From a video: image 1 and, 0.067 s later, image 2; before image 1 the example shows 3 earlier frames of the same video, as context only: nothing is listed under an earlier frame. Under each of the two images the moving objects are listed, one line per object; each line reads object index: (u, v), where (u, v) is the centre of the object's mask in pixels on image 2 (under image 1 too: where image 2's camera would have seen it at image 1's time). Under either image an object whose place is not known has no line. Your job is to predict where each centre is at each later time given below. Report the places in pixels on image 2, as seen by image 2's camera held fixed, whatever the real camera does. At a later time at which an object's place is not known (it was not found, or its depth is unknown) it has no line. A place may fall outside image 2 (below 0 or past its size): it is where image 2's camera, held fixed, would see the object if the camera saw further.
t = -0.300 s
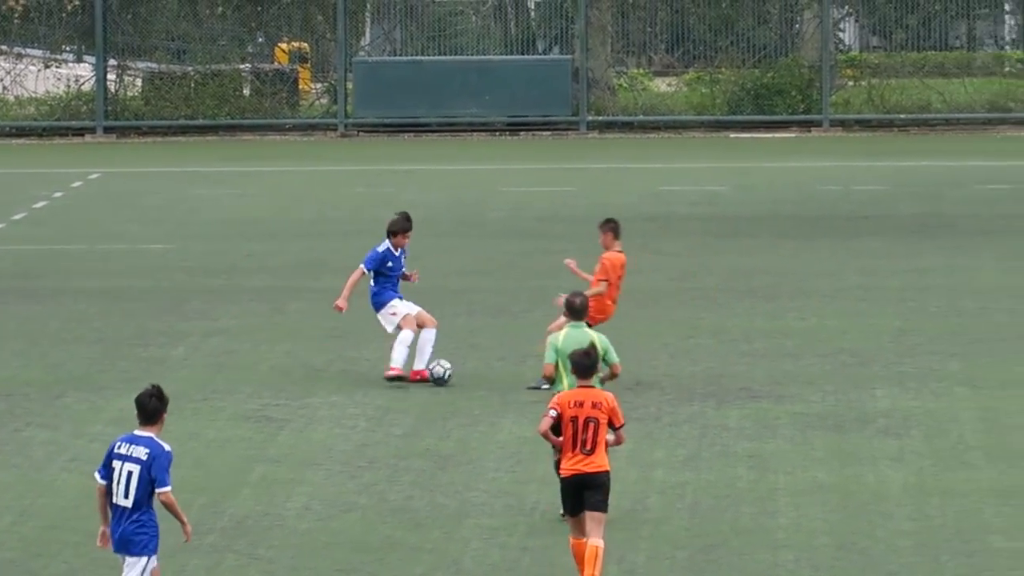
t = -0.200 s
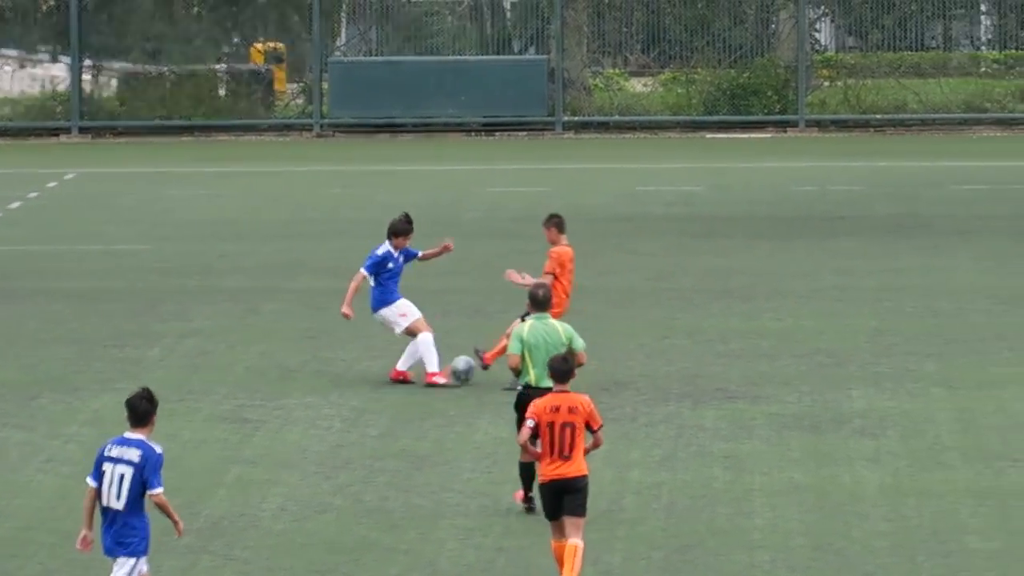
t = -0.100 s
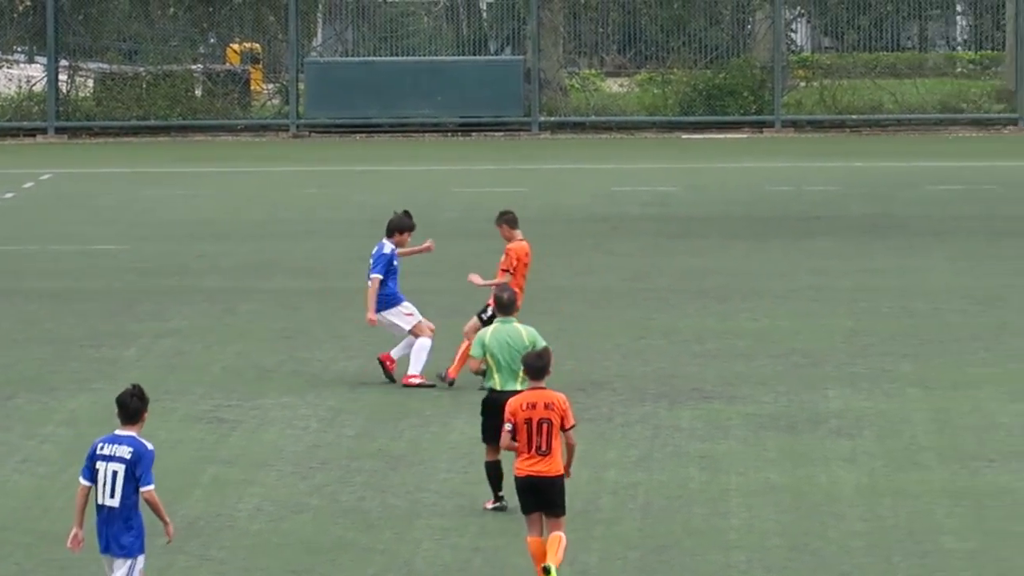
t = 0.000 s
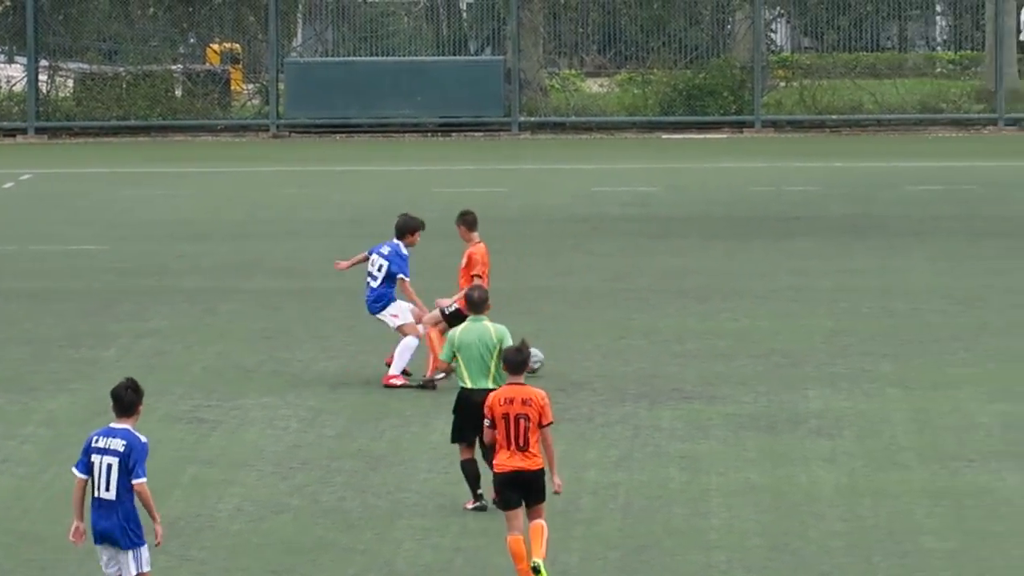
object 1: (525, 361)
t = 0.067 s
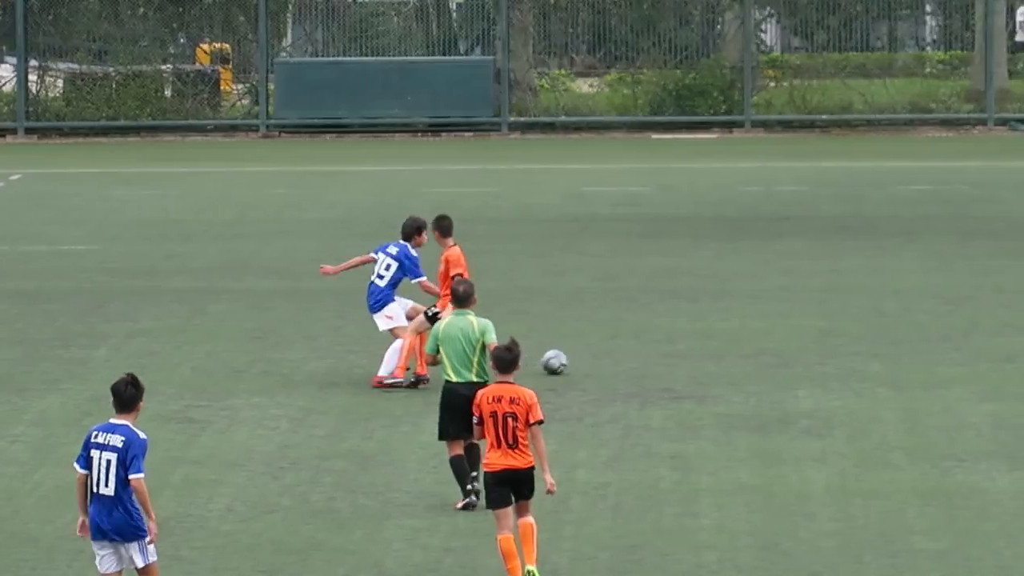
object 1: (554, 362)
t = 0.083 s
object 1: (561, 362)
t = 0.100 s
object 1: (569, 360)
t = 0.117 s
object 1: (576, 358)
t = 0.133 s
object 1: (584, 357)
